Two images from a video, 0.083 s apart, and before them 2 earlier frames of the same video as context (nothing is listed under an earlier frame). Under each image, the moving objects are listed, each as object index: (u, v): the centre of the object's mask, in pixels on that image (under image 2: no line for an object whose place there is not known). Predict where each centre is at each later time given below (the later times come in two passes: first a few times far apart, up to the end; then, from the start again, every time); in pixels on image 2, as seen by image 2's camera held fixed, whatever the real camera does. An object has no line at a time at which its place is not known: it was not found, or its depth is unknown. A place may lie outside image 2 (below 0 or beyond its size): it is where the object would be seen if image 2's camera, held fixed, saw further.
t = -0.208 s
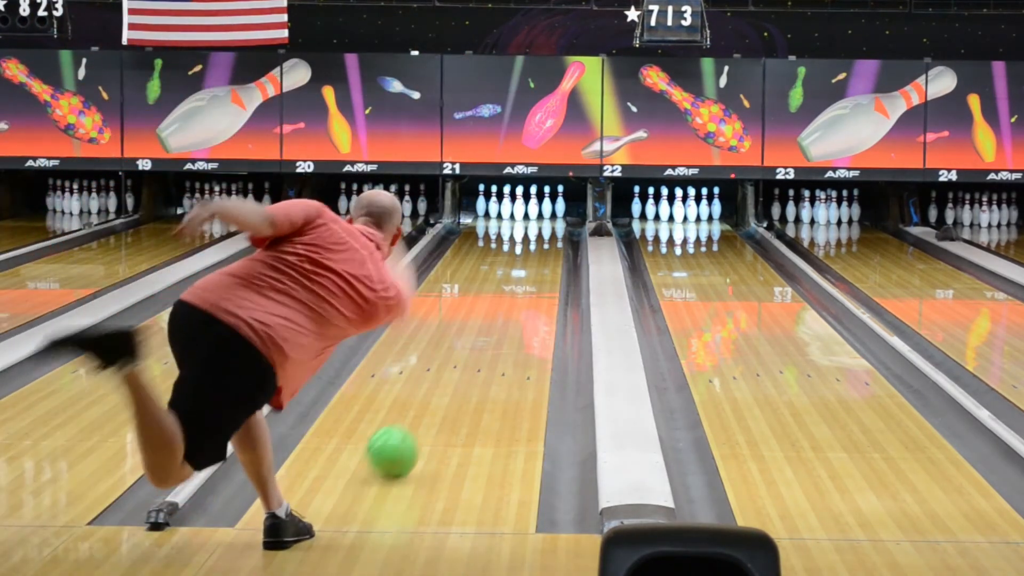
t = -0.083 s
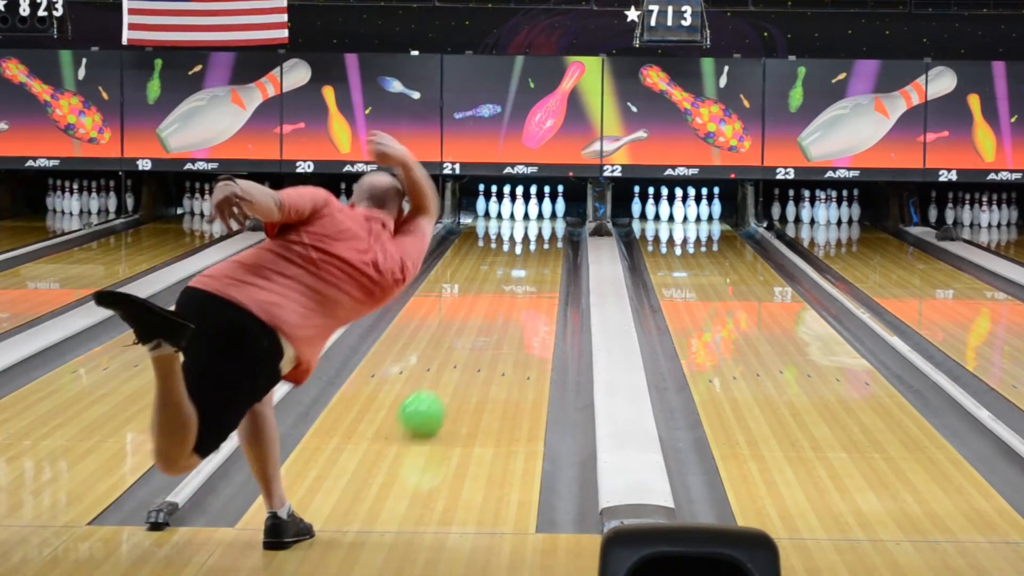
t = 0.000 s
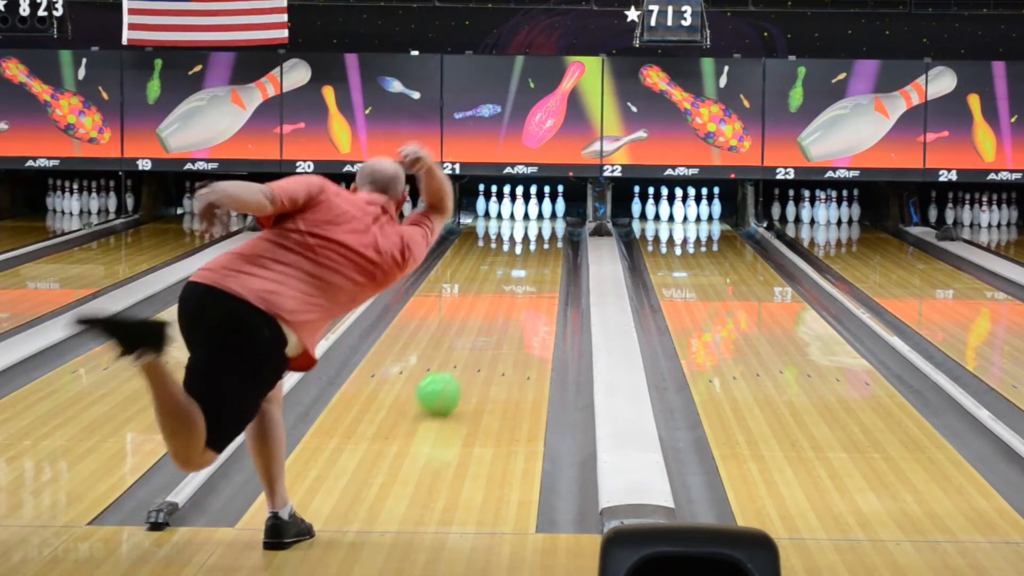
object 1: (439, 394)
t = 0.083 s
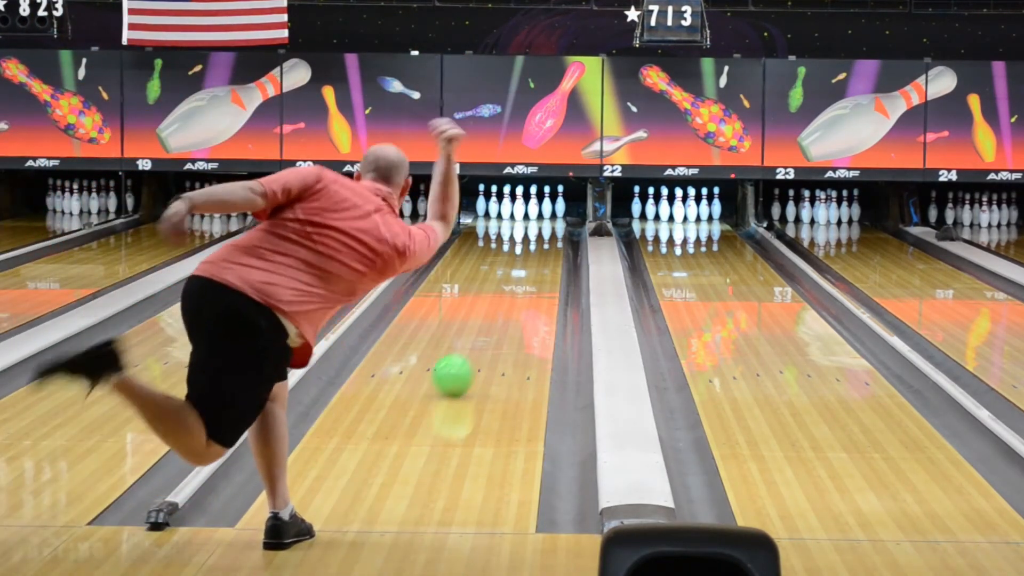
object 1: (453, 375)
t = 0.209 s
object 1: (471, 352)
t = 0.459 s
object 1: (500, 316)
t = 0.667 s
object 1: (517, 292)
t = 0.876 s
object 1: (530, 272)
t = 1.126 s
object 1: (541, 254)
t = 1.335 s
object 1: (545, 241)
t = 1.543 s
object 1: (543, 230)
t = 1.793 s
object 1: (533, 220)
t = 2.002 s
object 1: (524, 212)
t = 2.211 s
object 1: (526, 209)
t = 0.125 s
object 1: (459, 367)
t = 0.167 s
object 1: (466, 360)
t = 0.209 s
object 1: (471, 352)
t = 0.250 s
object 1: (476, 345)
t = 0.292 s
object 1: (482, 339)
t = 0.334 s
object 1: (487, 332)
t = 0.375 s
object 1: (491, 327)
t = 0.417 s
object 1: (495, 321)
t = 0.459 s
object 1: (500, 316)
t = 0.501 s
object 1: (504, 311)
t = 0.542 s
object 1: (507, 306)
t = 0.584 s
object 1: (511, 301)
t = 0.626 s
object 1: (514, 296)
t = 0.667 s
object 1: (517, 292)
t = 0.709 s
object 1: (520, 288)
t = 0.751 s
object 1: (523, 284)
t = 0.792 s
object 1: (525, 280)
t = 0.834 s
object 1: (528, 276)
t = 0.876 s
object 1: (530, 272)
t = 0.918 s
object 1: (533, 269)
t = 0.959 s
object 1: (534, 266)
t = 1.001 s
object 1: (536, 263)
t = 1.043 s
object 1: (538, 260)
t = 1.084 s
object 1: (539, 257)
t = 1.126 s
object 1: (541, 254)
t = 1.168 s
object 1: (542, 251)
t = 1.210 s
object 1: (543, 249)
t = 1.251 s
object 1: (544, 246)
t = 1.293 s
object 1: (545, 244)
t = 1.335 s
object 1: (545, 241)
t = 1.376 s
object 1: (545, 239)
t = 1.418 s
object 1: (545, 237)
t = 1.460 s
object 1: (545, 234)
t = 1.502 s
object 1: (544, 232)
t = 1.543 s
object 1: (543, 230)
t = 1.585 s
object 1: (542, 228)
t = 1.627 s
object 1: (540, 226)
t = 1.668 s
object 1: (539, 224)
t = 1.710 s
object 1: (536, 223)
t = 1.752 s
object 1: (535, 221)
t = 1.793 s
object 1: (533, 220)
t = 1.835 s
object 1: (531, 218)
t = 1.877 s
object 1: (530, 217)
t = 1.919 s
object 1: (528, 215)
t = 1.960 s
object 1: (526, 213)
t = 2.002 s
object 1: (524, 212)
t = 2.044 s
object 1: (525, 211)
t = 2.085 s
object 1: (525, 210)
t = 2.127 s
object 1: (525, 210)
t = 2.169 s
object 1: (525, 209)
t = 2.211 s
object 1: (526, 209)
